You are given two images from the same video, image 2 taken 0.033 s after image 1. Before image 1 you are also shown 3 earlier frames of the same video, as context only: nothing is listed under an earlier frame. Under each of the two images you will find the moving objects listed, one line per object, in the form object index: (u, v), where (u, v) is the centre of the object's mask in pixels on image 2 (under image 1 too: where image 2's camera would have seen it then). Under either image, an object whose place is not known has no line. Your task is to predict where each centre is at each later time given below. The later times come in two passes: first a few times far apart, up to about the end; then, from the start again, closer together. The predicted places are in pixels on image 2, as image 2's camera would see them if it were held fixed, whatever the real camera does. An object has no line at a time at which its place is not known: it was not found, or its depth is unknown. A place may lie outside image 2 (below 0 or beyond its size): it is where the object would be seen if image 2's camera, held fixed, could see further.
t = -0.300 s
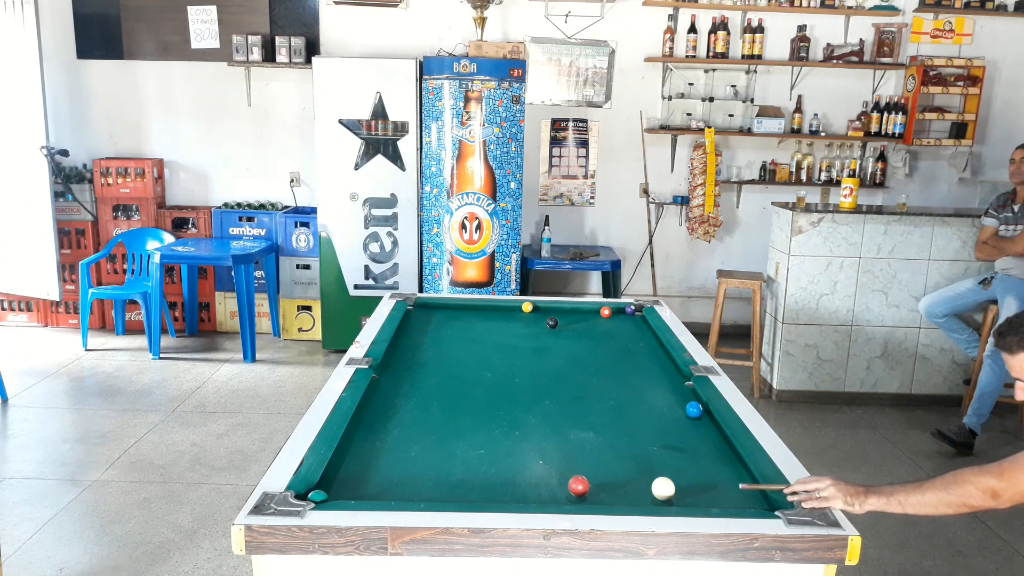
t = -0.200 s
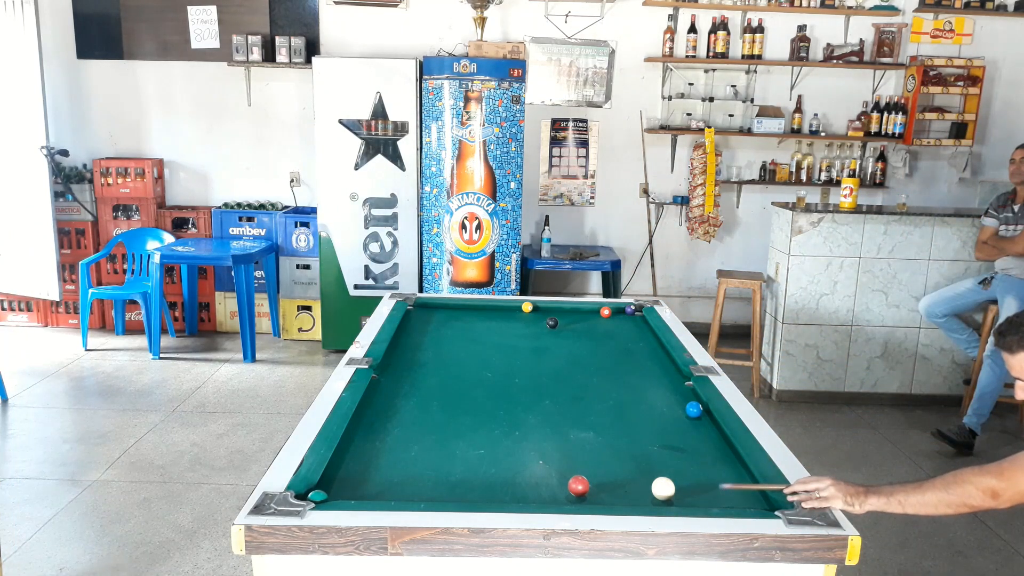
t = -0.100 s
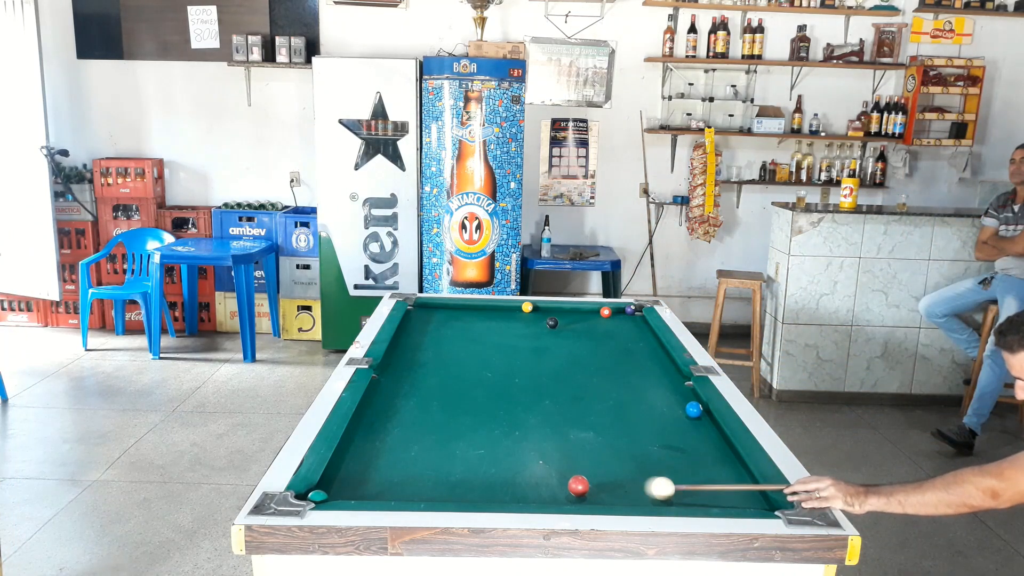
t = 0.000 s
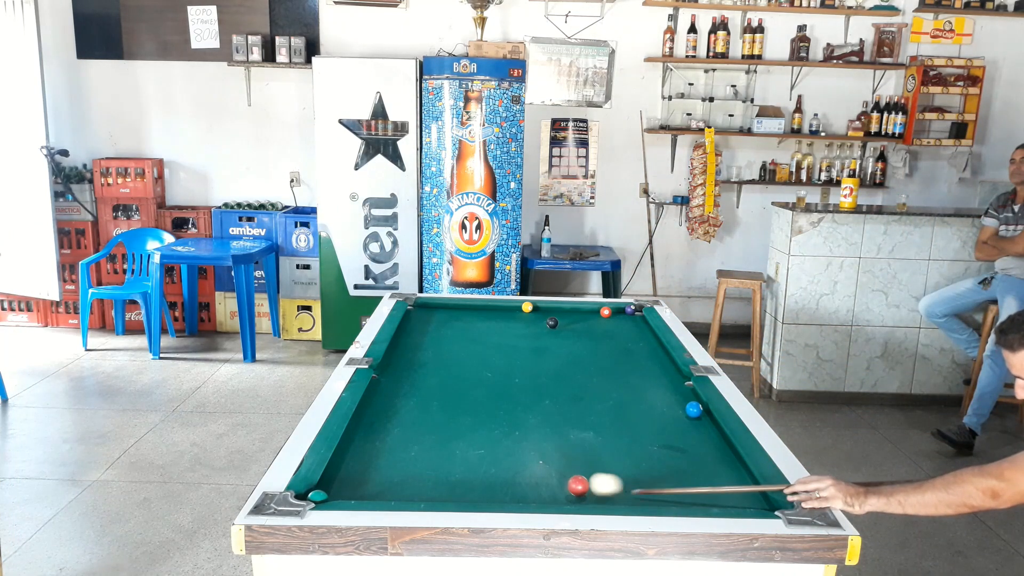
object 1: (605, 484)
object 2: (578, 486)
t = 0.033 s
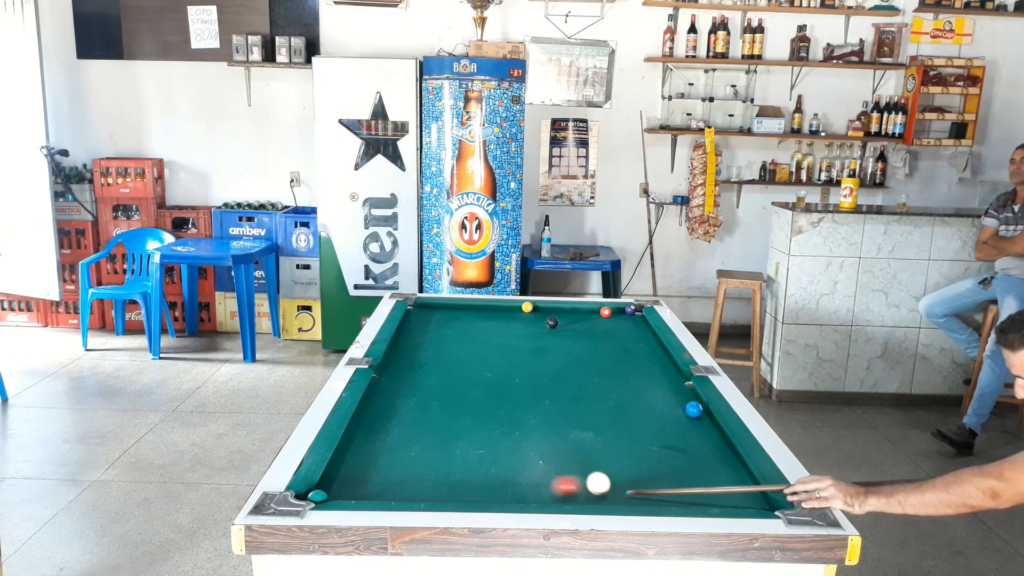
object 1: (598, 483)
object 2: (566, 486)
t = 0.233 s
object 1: (569, 477)
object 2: (492, 486)
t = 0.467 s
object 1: (537, 470)
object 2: (415, 488)
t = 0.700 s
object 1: (507, 464)
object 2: (339, 489)
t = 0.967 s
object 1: (477, 457)
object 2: (372, 491)
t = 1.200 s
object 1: (453, 452)
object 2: (421, 493)
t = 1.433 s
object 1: (432, 447)
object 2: (468, 495)
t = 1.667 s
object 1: (412, 444)
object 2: (511, 497)
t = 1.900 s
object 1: (396, 440)
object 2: (552, 498)
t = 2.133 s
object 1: (381, 438)
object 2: (589, 500)
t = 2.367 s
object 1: (369, 435)
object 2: (619, 501)
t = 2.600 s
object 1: (358, 434)
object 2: (646, 500)
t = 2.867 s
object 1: (356, 433)
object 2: (672, 500)
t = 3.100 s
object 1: (359, 433)
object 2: (692, 500)
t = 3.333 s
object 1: (361, 433)
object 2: (709, 499)
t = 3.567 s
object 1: (361, 433)
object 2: (723, 499)
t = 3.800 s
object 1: (361, 433)
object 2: (733, 498)
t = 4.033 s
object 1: (361, 433)
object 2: (740, 498)
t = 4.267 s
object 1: (361, 433)
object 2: (745, 497)
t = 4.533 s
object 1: (361, 433)
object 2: (747, 497)
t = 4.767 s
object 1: (361, 433)
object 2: (747, 497)
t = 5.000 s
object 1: (361, 433)
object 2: (747, 497)
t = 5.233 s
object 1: (361, 433)
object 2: (747, 497)
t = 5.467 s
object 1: (361, 433)
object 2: (747, 497)
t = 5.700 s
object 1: (361, 433)
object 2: (747, 497)
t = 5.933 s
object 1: (361, 433)
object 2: (747, 497)
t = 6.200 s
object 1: (361, 433)
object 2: (747, 497)
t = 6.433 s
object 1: (361, 433)
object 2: (747, 497)
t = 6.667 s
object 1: (361, 433)
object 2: (747, 497)
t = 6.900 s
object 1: (361, 433)
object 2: (747, 497)
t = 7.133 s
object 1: (361, 433)
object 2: (747, 497)
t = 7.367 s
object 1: (361, 433)
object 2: (747, 497)
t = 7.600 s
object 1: (361, 433)
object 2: (747, 497)
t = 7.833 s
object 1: (361, 433)
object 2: (747, 497)
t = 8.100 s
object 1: (361, 433)
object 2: (747, 497)
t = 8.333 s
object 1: (361, 433)
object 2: (747, 497)
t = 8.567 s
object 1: (361, 433)
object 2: (747, 497)
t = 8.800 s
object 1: (361, 433)
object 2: (747, 497)
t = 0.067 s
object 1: (595, 482)
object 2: (551, 486)
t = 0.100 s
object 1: (590, 481)
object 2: (537, 486)
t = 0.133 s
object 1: (585, 480)
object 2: (526, 486)
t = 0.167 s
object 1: (580, 479)
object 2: (515, 486)
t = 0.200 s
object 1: (574, 478)
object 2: (504, 486)
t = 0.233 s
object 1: (569, 477)
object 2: (492, 486)
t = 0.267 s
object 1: (565, 476)
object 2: (481, 487)
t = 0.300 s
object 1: (560, 475)
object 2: (470, 487)
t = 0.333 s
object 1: (555, 474)
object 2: (459, 487)
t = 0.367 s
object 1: (550, 473)
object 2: (448, 487)
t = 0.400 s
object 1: (546, 472)
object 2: (437, 487)
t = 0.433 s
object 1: (541, 471)
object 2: (425, 488)
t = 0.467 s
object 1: (537, 470)
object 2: (415, 488)
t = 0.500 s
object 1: (532, 469)
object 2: (404, 488)
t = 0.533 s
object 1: (528, 468)
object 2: (393, 488)
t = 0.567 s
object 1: (524, 467)
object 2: (382, 488)
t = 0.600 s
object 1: (519, 466)
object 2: (371, 488)
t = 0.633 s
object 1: (515, 465)
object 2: (360, 489)
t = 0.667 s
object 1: (511, 464)
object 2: (350, 489)
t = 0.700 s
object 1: (507, 464)
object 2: (339, 489)
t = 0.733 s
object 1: (503, 463)
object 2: (330, 488)
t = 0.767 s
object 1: (499, 462)
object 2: (329, 487)
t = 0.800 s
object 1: (495, 461)
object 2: (336, 489)
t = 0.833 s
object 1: (491, 460)
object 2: (343, 489)
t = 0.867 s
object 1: (488, 459)
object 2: (350, 490)
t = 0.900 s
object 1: (484, 458)
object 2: (358, 490)
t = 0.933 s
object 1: (480, 458)
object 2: (364, 491)
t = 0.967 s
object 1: (477, 457)
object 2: (372, 491)
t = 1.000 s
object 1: (473, 456)
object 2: (379, 491)
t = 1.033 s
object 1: (470, 455)
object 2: (386, 492)
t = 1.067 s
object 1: (466, 455)
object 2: (394, 492)
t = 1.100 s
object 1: (463, 454)
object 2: (401, 492)
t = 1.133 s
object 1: (460, 453)
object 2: (408, 492)
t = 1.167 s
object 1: (456, 452)
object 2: (415, 493)
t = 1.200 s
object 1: (453, 452)
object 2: (421, 493)
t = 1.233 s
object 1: (450, 451)
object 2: (428, 493)
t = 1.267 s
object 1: (447, 451)
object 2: (435, 494)
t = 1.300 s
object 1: (444, 450)
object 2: (442, 494)
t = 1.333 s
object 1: (441, 449)
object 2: (448, 494)
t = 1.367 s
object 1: (438, 449)
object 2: (455, 495)
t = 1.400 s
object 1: (435, 448)
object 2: (461, 495)
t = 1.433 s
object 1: (432, 447)
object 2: (468, 495)
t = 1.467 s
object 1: (429, 447)
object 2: (474, 495)
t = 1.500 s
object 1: (426, 446)
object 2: (481, 496)
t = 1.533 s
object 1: (423, 446)
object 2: (487, 496)
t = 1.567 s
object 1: (420, 445)
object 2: (493, 496)
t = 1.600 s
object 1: (418, 445)
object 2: (499, 496)
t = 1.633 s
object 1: (415, 444)
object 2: (505, 497)
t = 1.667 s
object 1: (412, 444)
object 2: (511, 497)
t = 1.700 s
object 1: (410, 443)
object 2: (517, 497)
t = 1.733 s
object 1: (407, 443)
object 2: (523, 497)
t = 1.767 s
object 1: (405, 442)
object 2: (529, 498)
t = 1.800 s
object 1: (403, 442)
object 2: (535, 498)
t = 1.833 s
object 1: (400, 441)
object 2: (540, 498)
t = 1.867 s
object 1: (398, 441)
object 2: (546, 498)
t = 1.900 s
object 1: (396, 440)
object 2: (552, 498)
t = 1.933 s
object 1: (394, 440)
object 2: (557, 499)
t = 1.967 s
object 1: (391, 440)
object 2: (562, 499)
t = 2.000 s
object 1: (389, 439)
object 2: (568, 499)
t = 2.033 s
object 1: (387, 439)
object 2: (573, 499)
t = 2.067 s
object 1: (385, 438)
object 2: (579, 500)
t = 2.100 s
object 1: (383, 438)
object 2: (584, 500)
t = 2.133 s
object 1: (381, 438)
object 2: (589, 500)
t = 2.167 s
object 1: (379, 437)
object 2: (594, 501)
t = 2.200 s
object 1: (377, 437)
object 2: (598, 500)
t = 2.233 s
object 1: (376, 437)
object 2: (602, 500)
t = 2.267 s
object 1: (374, 436)
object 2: (607, 500)
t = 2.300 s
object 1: (372, 436)
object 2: (611, 500)
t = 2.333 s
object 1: (370, 436)
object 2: (615, 500)
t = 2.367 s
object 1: (369, 435)
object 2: (619, 501)
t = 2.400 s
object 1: (367, 435)
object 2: (623, 500)
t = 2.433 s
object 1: (365, 435)
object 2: (627, 500)
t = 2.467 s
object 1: (364, 435)
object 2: (631, 500)
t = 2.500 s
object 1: (362, 434)
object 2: (635, 500)
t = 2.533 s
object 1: (361, 434)
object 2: (638, 500)
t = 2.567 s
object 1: (359, 434)
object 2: (642, 500)
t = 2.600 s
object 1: (358, 434)
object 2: (646, 500)
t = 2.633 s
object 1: (356, 434)
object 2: (649, 500)
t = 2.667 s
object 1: (355, 433)
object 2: (653, 500)
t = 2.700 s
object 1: (354, 433)
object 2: (656, 500)
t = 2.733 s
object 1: (353, 433)
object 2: (659, 500)
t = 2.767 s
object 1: (353, 433)
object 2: (663, 500)
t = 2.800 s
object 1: (354, 433)
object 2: (666, 500)
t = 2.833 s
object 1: (355, 433)
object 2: (669, 500)
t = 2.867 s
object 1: (356, 433)
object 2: (672, 500)
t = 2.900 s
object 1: (356, 433)
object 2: (675, 500)
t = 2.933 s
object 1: (357, 433)
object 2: (678, 500)
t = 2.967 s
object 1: (358, 433)
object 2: (681, 500)
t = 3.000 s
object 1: (358, 433)
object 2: (684, 500)
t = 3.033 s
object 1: (359, 433)
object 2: (687, 500)
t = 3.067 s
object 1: (359, 433)
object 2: (690, 500)
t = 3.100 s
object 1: (359, 433)
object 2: (692, 500)
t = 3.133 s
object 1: (360, 433)
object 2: (695, 500)
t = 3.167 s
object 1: (360, 433)
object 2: (697, 500)
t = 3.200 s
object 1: (360, 433)
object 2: (700, 500)
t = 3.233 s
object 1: (361, 433)
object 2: (702, 499)
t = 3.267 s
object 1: (361, 433)
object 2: (705, 500)
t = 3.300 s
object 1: (361, 433)
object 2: (707, 500)
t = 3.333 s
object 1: (361, 433)
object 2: (709, 499)
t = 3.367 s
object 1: (361, 433)
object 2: (711, 499)
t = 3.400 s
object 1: (361, 433)
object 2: (713, 499)
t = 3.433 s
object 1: (361, 433)
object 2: (715, 499)
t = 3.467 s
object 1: (361, 433)
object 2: (717, 499)
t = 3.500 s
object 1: (361, 433)
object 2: (719, 499)
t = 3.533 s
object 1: (361, 433)
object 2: (721, 499)
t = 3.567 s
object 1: (361, 433)
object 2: (723, 499)
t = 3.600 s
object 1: (361, 433)
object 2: (724, 499)
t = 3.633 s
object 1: (361, 433)
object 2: (726, 499)
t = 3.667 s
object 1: (361, 433)
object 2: (727, 499)
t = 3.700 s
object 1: (361, 433)
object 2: (729, 499)
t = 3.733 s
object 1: (361, 433)
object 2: (730, 499)
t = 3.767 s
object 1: (361, 433)
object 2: (731, 498)
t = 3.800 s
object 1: (361, 433)
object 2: (733, 498)
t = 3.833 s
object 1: (361, 433)
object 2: (734, 498)
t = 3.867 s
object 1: (361, 433)
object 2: (735, 498)
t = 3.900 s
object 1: (361, 433)
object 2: (736, 498)
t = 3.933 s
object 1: (361, 433)
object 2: (737, 498)
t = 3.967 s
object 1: (361, 433)
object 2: (738, 498)
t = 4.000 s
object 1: (361, 433)
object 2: (739, 498)
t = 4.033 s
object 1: (361, 433)
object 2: (740, 498)
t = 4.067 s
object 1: (361, 433)
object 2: (741, 498)
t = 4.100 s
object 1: (361, 433)
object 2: (742, 498)
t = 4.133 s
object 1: (361, 433)
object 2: (742, 498)
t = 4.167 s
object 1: (361, 433)
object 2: (743, 497)
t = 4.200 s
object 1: (361, 433)
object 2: (744, 497)
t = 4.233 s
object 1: (361, 433)
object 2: (744, 497)
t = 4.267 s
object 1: (361, 433)
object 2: (745, 497)
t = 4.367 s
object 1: (361, 433)
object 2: (746, 497)
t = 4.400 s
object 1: (361, 433)
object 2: (746, 497)
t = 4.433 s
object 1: (361, 433)
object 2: (746, 497)
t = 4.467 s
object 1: (361, 433)
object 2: (747, 497)
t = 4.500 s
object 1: (361, 433)
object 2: (747, 497)
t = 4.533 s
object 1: (361, 433)
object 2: (747, 497)
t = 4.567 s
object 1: (361, 433)
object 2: (747, 497)
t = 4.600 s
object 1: (361, 433)
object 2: (747, 497)
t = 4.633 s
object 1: (361, 433)
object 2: (747, 497)
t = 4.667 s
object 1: (361, 433)
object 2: (747, 497)
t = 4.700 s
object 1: (361, 433)
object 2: (747, 497)
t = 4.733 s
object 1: (361, 433)
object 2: (747, 497)
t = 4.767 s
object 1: (361, 433)
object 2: (747, 497)
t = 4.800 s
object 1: (361, 433)
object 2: (747, 497)
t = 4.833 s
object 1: (361, 433)
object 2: (747, 497)
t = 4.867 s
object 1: (361, 433)
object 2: (747, 497)
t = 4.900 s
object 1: (361, 433)
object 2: (747, 497)
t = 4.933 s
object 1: (361, 433)
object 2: (747, 497)
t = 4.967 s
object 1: (361, 433)
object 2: (747, 497)
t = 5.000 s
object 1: (361, 433)
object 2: (747, 497)
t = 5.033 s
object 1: (361, 433)
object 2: (747, 497)
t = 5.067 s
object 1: (361, 433)
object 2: (747, 497)
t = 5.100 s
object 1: (361, 433)
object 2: (747, 497)
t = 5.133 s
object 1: (361, 433)
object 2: (747, 497)
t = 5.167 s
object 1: (361, 433)
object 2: (747, 497)
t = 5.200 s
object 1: (361, 433)
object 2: (747, 497)
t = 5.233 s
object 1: (361, 433)
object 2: (747, 497)
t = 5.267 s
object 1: (361, 433)
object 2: (747, 497)
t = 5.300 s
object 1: (361, 433)
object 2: (747, 497)
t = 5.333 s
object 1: (361, 433)
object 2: (747, 497)
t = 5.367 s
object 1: (361, 433)
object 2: (747, 497)
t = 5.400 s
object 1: (361, 433)
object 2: (747, 497)
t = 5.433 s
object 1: (361, 433)
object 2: (747, 497)
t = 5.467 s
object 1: (361, 433)
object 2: (747, 497)
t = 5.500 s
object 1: (361, 433)
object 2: (747, 497)
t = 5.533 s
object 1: (361, 433)
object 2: (747, 497)
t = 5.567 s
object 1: (361, 433)
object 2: (747, 497)
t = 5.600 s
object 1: (361, 433)
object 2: (747, 497)
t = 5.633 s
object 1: (361, 433)
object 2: (747, 497)
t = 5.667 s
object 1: (361, 433)
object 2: (747, 497)
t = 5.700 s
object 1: (361, 433)
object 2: (747, 497)
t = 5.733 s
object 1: (361, 433)
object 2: (747, 497)
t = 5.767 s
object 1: (361, 433)
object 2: (747, 497)
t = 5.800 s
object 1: (361, 433)
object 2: (747, 497)
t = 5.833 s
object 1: (361, 433)
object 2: (747, 497)
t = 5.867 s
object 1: (361, 433)
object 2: (747, 497)
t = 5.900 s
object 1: (361, 433)
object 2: (747, 497)
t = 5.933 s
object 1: (361, 433)
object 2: (747, 497)
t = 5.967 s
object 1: (361, 433)
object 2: (747, 497)
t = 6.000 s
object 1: (361, 433)
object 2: (747, 497)
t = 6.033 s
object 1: (361, 433)
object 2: (747, 497)
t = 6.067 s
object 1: (361, 433)
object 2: (747, 497)
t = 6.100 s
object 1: (361, 433)
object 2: (747, 497)
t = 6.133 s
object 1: (361, 433)
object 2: (747, 497)
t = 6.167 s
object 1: (361, 433)
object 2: (747, 497)
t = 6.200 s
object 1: (361, 433)
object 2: (747, 497)
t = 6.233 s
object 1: (361, 433)
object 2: (747, 497)
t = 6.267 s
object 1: (361, 433)
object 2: (747, 497)
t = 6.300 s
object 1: (361, 433)
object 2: (747, 497)
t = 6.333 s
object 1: (361, 433)
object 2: (747, 497)
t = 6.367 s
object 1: (361, 433)
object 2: (747, 497)
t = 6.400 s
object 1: (361, 433)
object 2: (747, 497)
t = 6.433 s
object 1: (361, 433)
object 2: (747, 497)
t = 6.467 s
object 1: (361, 433)
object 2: (747, 497)
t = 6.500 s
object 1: (361, 433)
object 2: (747, 497)
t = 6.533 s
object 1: (361, 433)
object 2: (747, 497)
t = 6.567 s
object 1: (361, 433)
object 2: (747, 497)
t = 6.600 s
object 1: (361, 433)
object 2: (747, 497)
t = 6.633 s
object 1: (361, 433)
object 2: (747, 497)
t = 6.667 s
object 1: (361, 433)
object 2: (747, 497)
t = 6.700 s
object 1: (361, 433)
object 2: (747, 497)
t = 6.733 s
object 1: (361, 433)
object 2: (747, 497)
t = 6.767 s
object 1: (361, 433)
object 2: (747, 497)
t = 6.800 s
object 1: (361, 433)
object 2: (747, 497)
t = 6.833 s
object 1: (361, 433)
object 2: (747, 497)
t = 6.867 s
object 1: (361, 433)
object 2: (747, 497)
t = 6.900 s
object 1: (361, 433)
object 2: (747, 497)
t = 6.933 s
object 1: (361, 433)
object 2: (747, 497)
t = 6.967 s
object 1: (361, 433)
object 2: (747, 497)
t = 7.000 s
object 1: (361, 433)
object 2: (747, 497)
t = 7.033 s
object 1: (361, 433)
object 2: (747, 497)
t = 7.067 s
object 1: (361, 433)
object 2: (747, 497)
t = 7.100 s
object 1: (361, 433)
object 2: (747, 497)
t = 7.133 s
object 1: (361, 433)
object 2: (747, 497)
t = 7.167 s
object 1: (361, 433)
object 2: (747, 497)
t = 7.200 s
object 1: (361, 433)
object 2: (747, 497)
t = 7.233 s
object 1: (361, 433)
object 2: (747, 497)
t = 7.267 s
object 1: (361, 433)
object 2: (747, 497)
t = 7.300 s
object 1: (361, 433)
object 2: (747, 497)
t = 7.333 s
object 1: (361, 433)
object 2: (747, 497)
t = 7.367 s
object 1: (361, 433)
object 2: (747, 497)
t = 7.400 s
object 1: (361, 433)
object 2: (747, 497)
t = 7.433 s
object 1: (361, 433)
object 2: (747, 497)
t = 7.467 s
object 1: (361, 433)
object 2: (747, 497)
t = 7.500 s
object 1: (361, 433)
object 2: (747, 497)
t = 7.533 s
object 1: (361, 433)
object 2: (747, 497)
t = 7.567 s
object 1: (361, 433)
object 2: (747, 497)
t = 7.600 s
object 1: (361, 433)
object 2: (747, 497)
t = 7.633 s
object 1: (361, 433)
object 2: (747, 497)
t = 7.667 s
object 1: (361, 433)
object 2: (747, 497)
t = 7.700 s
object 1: (361, 433)
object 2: (747, 497)
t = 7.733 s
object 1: (361, 433)
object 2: (747, 497)
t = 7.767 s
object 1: (361, 433)
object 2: (747, 497)
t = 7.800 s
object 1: (361, 433)
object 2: (747, 497)
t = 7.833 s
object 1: (361, 433)
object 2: (747, 497)
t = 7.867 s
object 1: (361, 433)
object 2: (747, 497)
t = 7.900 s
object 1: (361, 433)
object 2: (747, 497)
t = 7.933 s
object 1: (361, 433)
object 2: (747, 497)
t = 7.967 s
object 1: (361, 433)
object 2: (747, 497)
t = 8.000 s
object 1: (361, 433)
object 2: (747, 497)
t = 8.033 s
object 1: (361, 433)
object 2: (747, 497)
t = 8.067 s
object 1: (361, 433)
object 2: (747, 497)
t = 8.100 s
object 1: (361, 433)
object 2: (747, 497)
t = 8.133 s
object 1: (361, 433)
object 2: (747, 497)
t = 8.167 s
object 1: (361, 433)
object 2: (747, 497)
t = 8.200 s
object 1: (361, 433)
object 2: (747, 497)
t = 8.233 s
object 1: (361, 433)
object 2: (747, 497)
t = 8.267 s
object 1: (361, 433)
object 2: (747, 497)
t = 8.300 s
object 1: (361, 433)
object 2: (747, 497)
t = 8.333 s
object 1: (361, 433)
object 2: (747, 497)
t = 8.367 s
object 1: (361, 433)
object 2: (747, 497)
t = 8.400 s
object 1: (361, 433)
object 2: (747, 497)
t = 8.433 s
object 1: (361, 433)
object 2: (747, 497)
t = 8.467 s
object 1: (361, 433)
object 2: (747, 497)
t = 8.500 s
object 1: (361, 433)
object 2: (747, 497)
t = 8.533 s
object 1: (361, 433)
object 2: (747, 497)
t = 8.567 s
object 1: (361, 433)
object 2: (747, 497)
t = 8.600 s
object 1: (361, 433)
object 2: (747, 497)
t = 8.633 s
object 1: (361, 433)
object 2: (747, 497)
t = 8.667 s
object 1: (361, 433)
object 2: (747, 497)
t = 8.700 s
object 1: (361, 433)
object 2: (747, 497)
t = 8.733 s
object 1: (361, 433)
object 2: (747, 497)
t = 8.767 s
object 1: (361, 433)
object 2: (747, 497)
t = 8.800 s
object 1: (361, 433)
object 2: (747, 497)
